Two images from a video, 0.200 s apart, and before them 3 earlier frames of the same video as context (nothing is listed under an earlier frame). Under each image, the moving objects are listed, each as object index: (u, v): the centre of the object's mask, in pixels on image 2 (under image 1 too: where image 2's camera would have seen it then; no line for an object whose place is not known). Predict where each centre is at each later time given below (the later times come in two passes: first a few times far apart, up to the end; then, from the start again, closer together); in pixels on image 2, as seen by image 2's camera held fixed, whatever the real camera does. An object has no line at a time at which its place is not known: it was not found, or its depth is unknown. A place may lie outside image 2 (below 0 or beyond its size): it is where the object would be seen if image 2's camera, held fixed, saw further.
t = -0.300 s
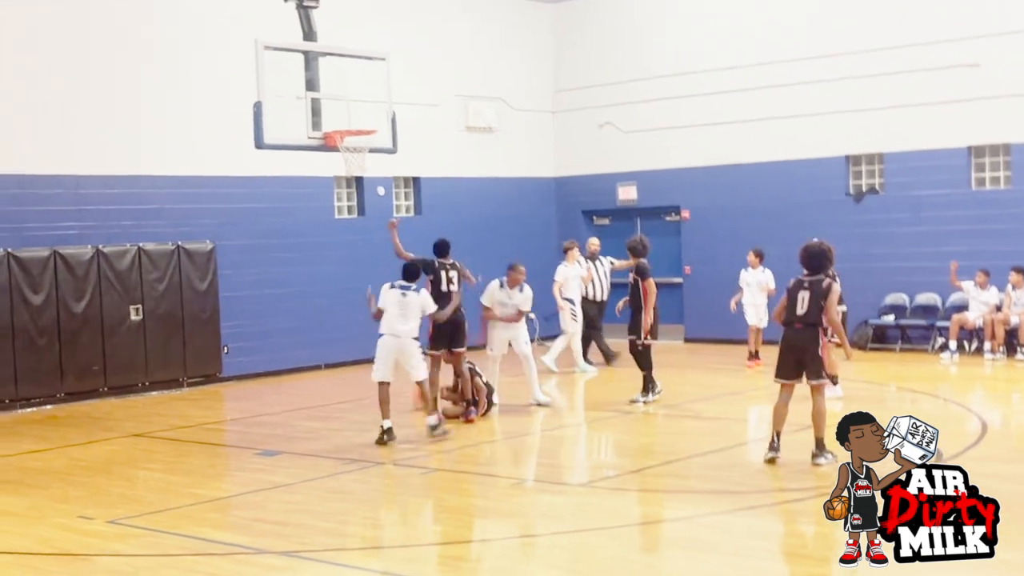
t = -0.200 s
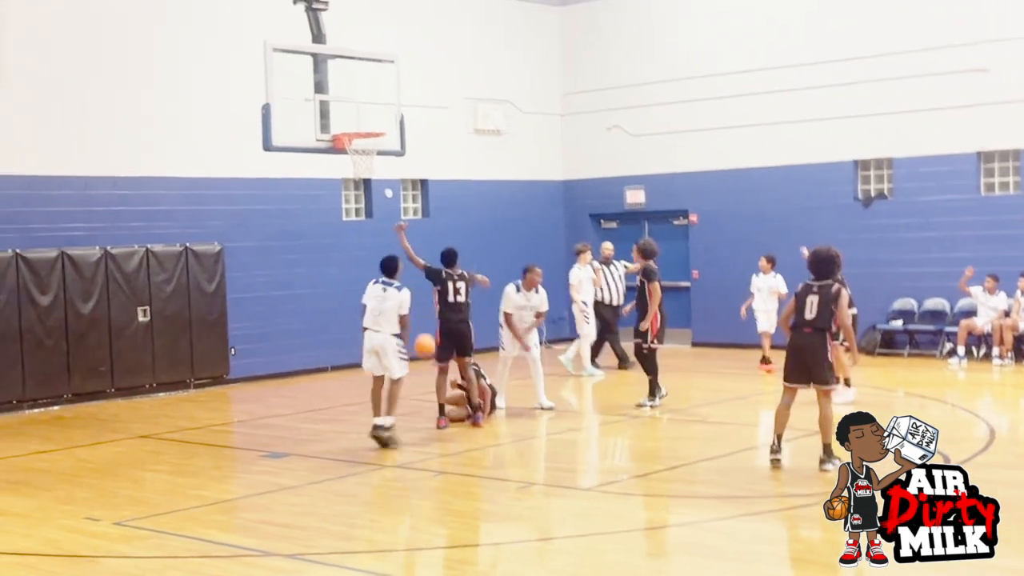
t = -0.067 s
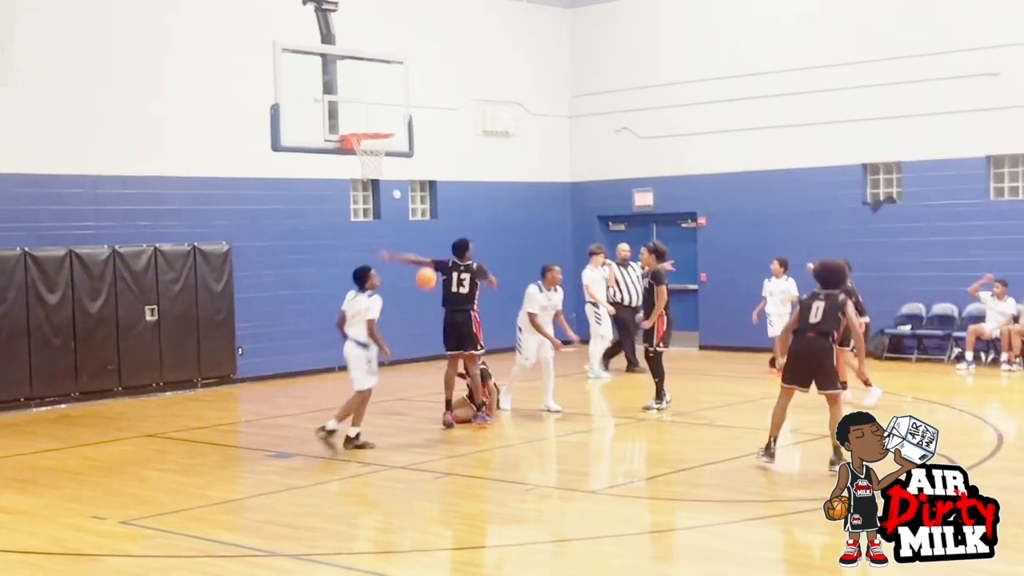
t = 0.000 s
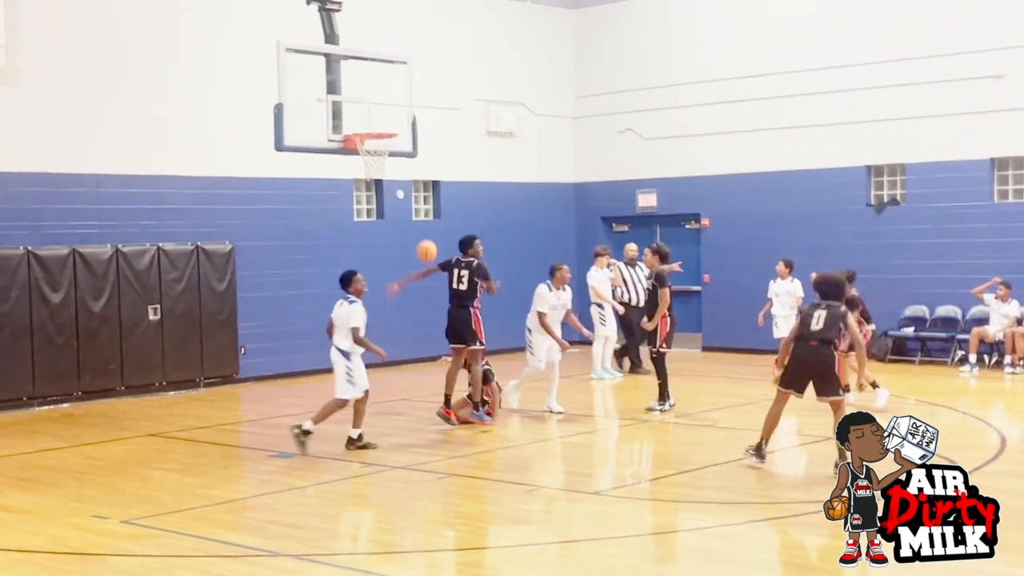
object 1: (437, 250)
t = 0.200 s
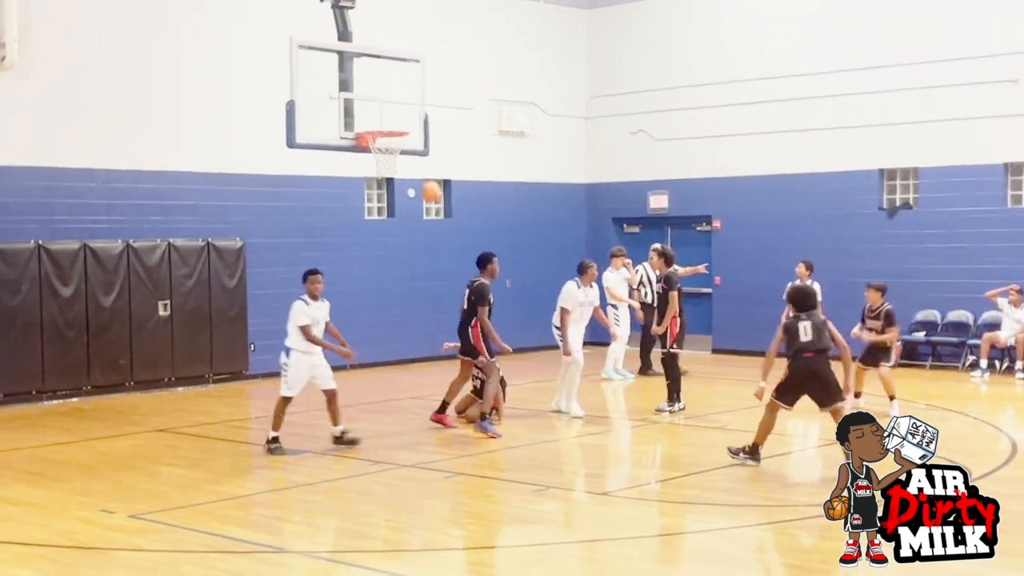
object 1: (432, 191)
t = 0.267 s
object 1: (429, 181)
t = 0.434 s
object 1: (425, 169)
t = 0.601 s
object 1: (422, 180)
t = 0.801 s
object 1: (418, 217)
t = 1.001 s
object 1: (416, 283)
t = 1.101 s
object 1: (415, 326)
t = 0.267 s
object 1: (429, 181)
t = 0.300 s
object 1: (428, 177)
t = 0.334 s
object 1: (427, 174)
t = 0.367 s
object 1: (426, 171)
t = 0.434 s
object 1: (425, 169)
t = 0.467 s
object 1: (424, 169)
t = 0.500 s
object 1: (423, 170)
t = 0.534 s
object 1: (423, 172)
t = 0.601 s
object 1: (422, 180)
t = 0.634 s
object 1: (422, 183)
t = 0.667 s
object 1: (421, 188)
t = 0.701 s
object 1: (420, 194)
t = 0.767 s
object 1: (419, 209)
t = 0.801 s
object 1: (418, 217)
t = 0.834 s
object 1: (418, 227)
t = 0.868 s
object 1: (417, 237)
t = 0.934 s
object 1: (417, 259)
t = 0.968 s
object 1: (416, 271)
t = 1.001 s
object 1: (416, 283)
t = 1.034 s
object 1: (415, 297)
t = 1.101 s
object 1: (415, 326)
